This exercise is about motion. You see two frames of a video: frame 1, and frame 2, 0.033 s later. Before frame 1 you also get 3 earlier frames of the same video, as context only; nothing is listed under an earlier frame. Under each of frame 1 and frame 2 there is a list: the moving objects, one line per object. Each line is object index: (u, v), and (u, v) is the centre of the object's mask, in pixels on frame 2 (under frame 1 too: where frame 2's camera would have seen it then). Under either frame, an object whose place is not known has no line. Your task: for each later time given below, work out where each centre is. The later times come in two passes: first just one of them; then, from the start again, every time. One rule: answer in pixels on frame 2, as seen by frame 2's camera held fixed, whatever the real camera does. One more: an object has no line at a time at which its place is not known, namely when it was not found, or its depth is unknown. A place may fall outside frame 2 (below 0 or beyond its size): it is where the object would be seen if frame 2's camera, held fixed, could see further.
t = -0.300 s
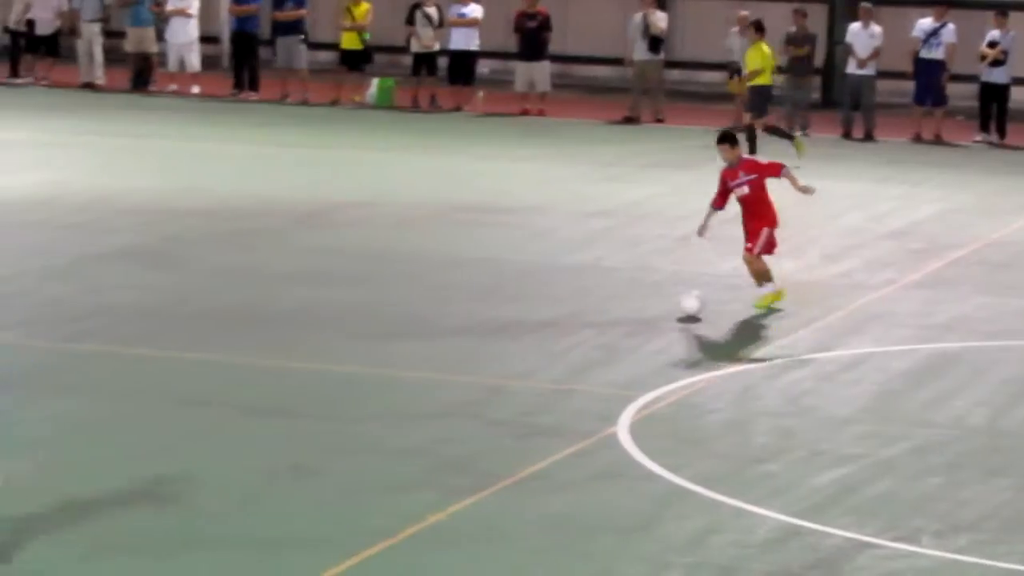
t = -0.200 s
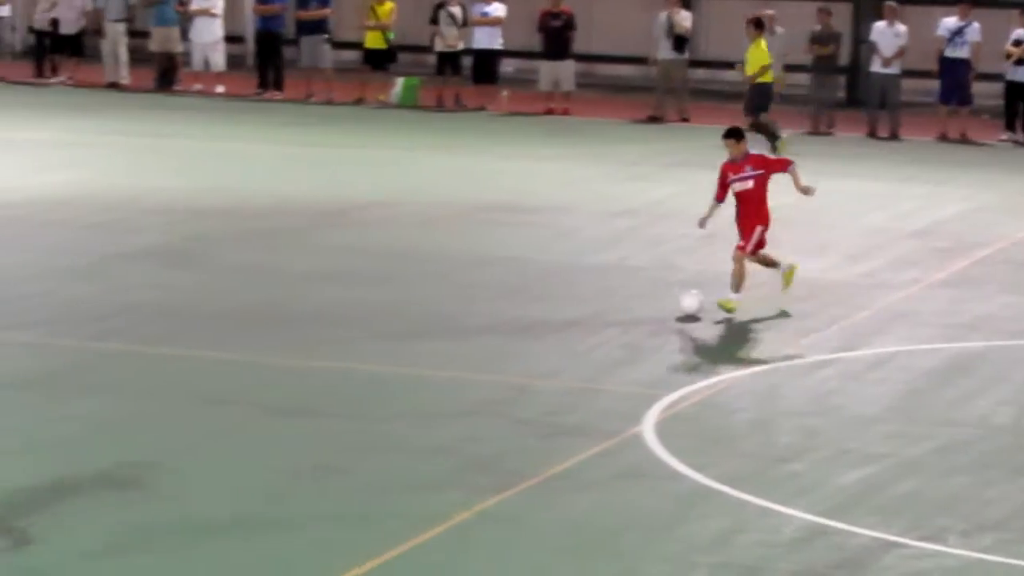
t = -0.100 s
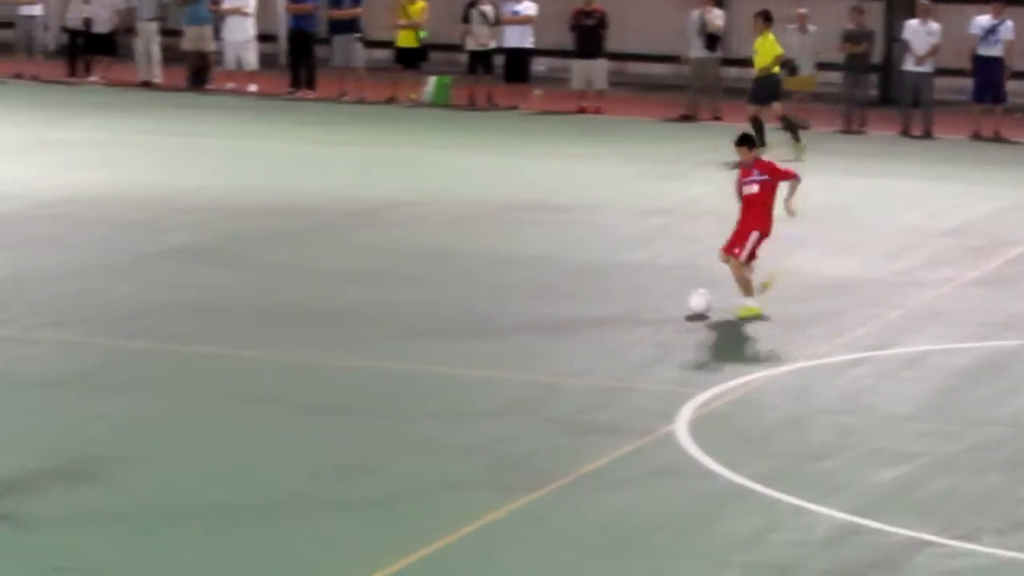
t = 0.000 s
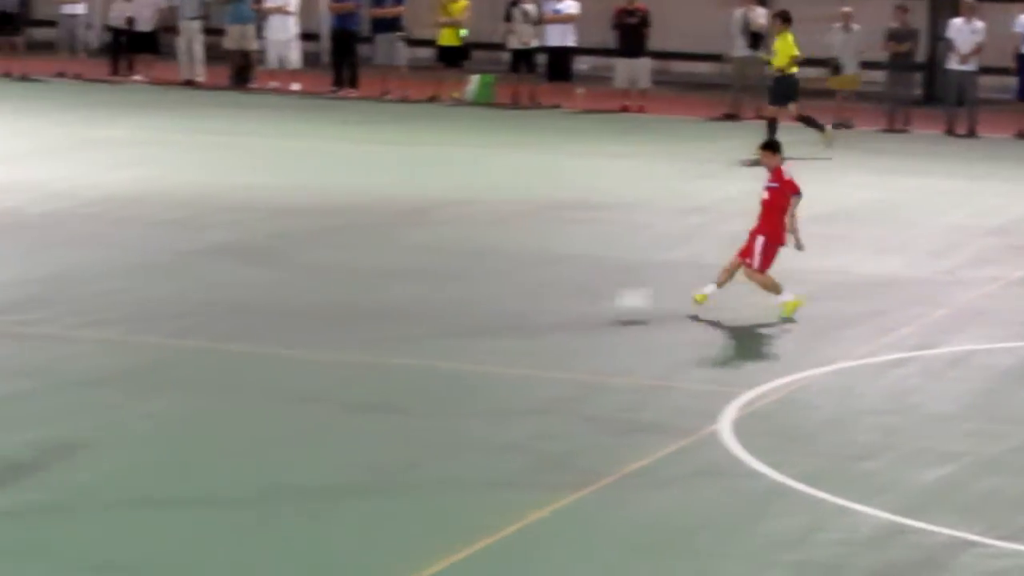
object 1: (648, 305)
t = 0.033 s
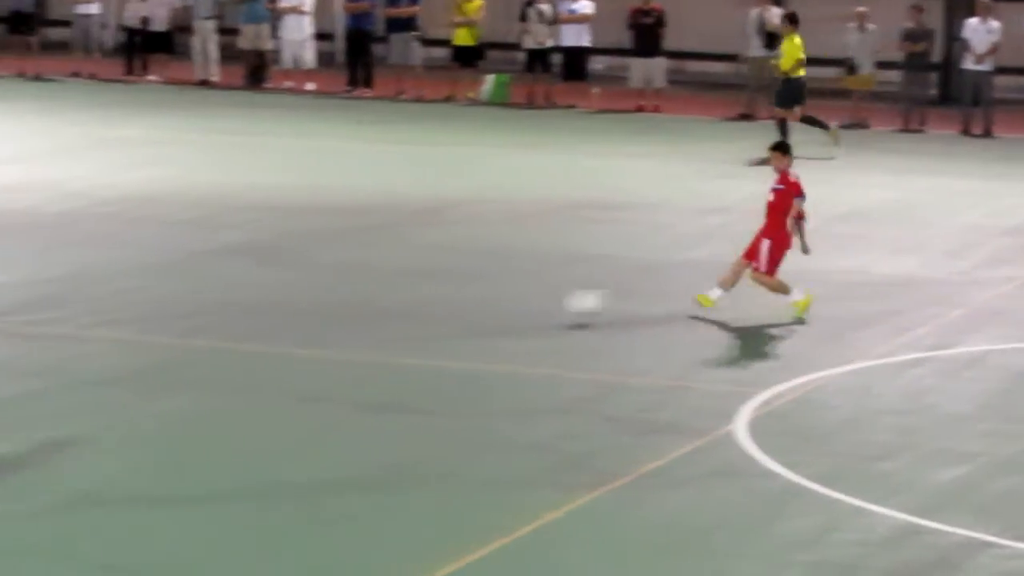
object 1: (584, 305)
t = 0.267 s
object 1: (139, 325)
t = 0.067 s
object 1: (519, 306)
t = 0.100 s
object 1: (454, 307)
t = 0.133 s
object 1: (387, 312)
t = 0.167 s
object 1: (322, 318)
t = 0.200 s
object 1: (256, 321)
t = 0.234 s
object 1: (195, 322)
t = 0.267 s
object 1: (139, 325)
